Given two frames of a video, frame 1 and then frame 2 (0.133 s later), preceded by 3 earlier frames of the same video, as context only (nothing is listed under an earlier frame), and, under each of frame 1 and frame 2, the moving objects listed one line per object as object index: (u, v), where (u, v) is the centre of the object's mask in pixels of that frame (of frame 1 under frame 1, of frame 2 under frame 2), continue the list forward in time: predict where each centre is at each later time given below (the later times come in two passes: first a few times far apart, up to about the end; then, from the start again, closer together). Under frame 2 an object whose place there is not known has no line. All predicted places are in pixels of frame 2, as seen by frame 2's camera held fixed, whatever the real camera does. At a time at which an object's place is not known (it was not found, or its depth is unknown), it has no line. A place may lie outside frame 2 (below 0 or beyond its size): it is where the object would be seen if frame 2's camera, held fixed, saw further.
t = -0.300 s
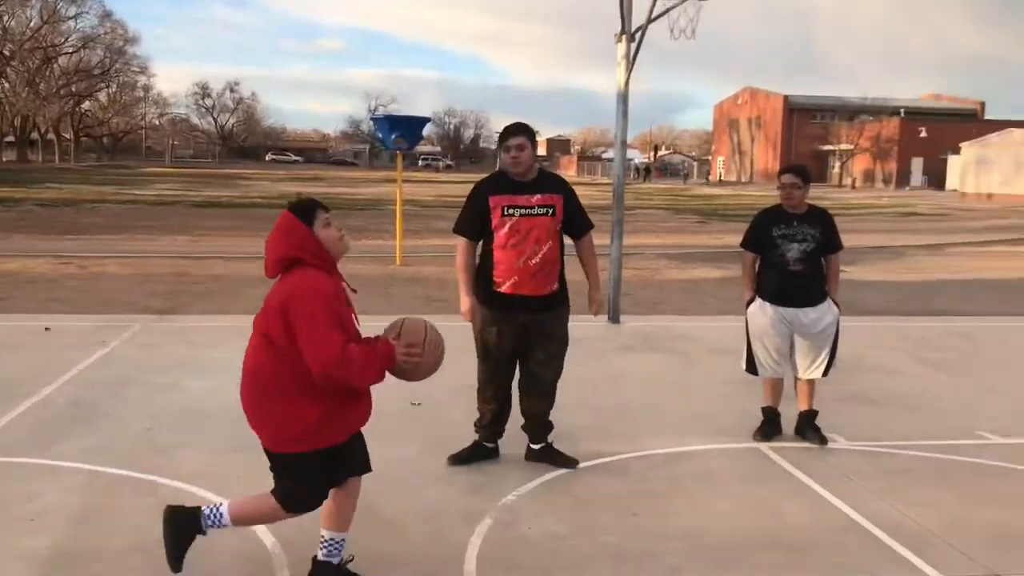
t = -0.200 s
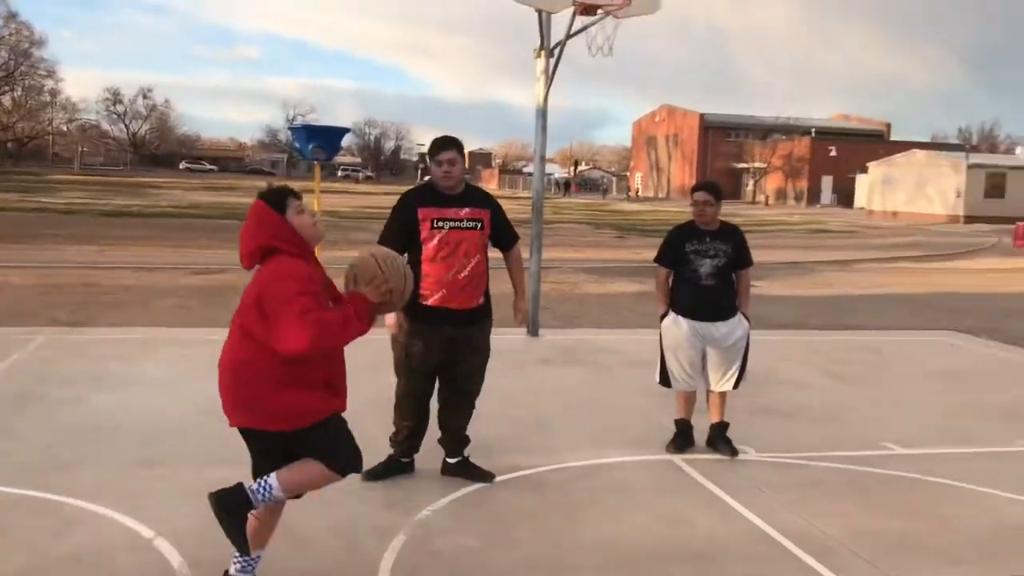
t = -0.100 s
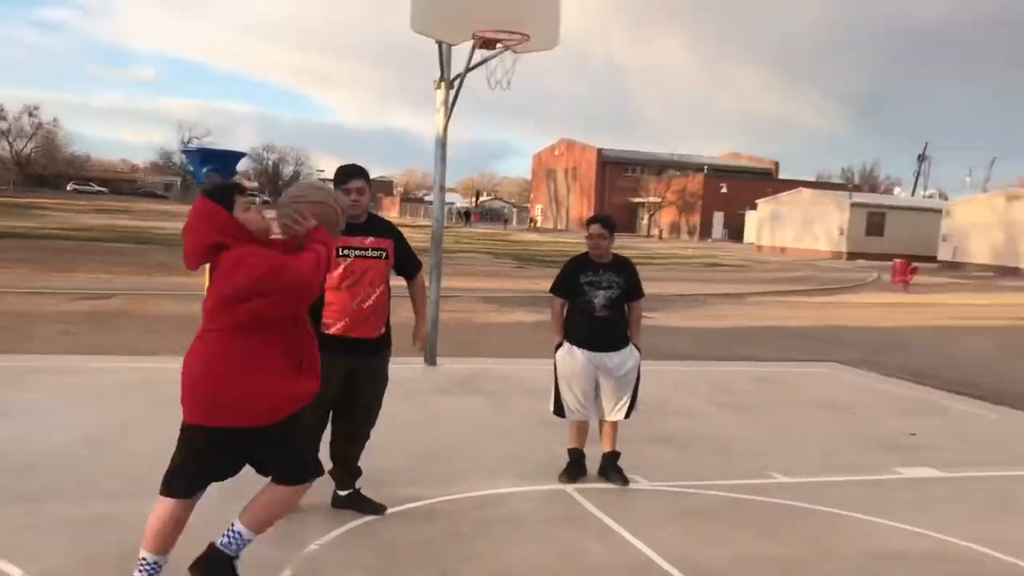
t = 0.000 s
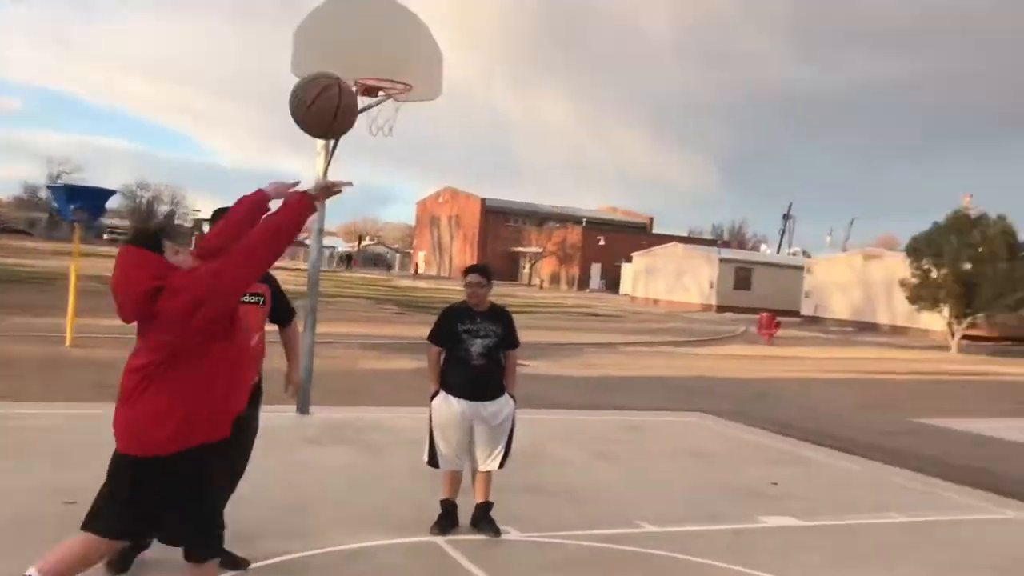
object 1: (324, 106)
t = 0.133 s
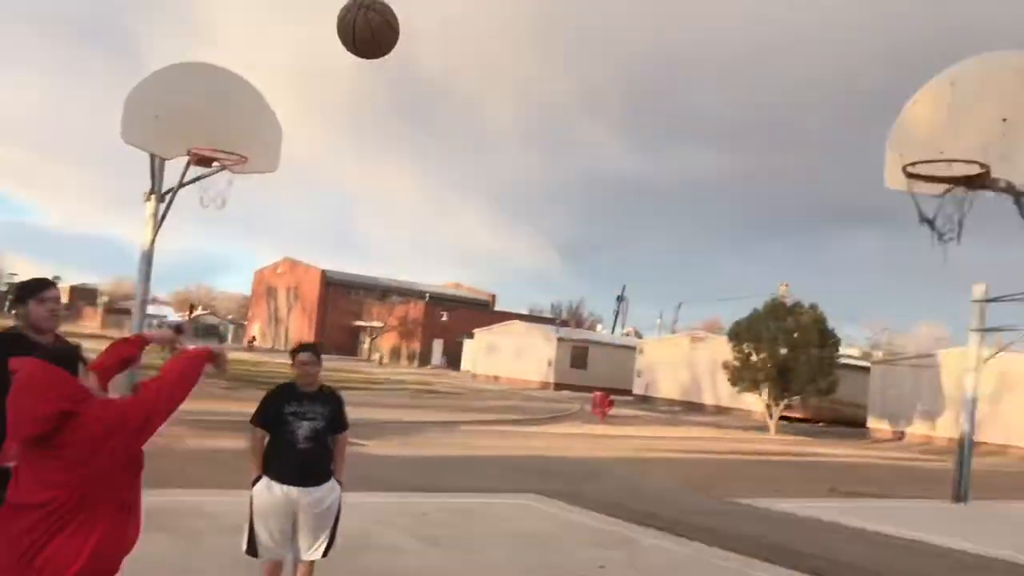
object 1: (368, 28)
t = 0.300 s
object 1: (570, -61)
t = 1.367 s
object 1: (788, 229)
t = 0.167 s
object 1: (413, 6)
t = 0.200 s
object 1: (456, -15)
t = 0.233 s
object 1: (495, -32)
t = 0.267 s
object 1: (533, -48)
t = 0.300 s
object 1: (570, -61)
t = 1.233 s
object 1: (856, 125)
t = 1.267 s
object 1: (840, 146)
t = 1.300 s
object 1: (824, 171)
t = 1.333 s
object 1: (807, 199)
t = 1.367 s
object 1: (788, 229)
